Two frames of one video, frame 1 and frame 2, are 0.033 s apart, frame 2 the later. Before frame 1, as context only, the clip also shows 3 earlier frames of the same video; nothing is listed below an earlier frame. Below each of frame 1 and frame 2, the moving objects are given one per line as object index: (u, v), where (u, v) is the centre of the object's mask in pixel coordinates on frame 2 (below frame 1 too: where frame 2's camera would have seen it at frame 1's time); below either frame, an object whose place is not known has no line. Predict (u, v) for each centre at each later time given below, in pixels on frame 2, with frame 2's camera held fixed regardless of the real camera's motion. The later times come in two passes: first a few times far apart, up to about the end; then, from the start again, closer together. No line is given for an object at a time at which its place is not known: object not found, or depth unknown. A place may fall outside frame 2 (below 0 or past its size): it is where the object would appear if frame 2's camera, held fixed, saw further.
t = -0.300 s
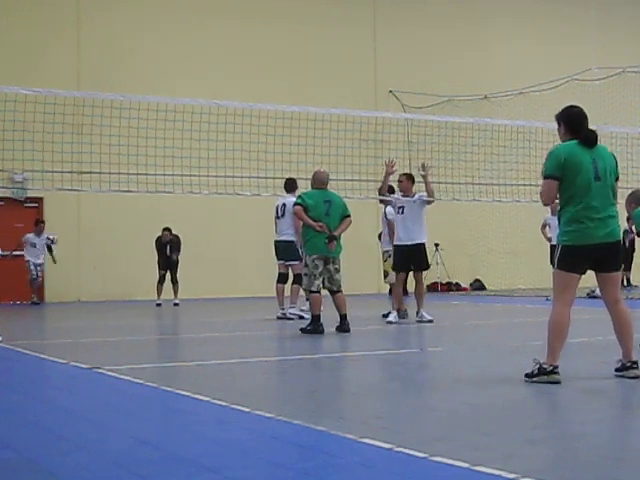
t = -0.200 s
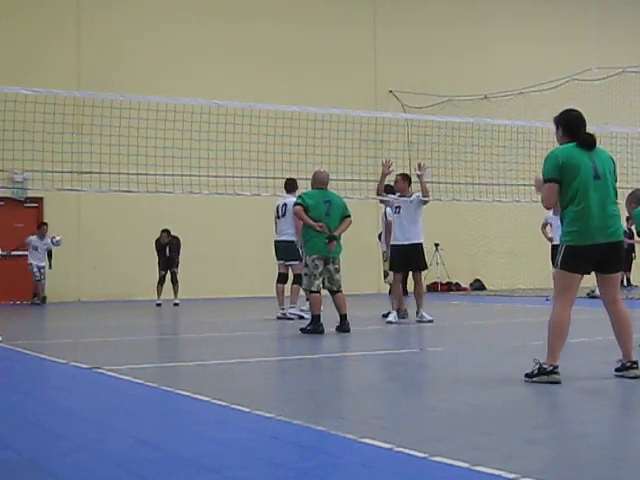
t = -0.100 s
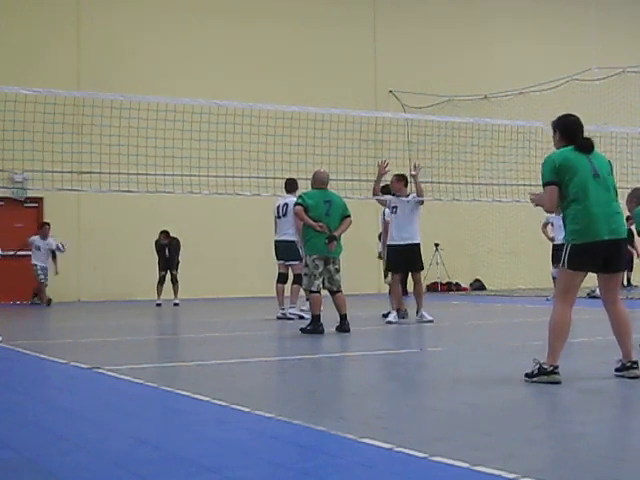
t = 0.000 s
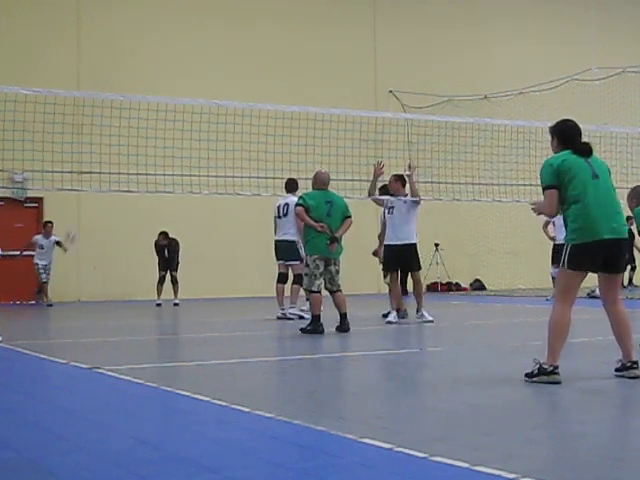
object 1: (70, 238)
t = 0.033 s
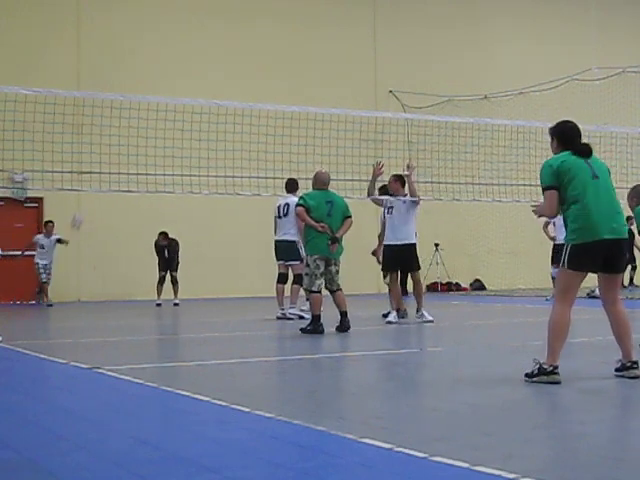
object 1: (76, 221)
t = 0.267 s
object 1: (130, 124)
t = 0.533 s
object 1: (203, 39)
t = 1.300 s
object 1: (530, 23)
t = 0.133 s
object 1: (99, 176)
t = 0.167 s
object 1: (105, 166)
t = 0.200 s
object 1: (113, 151)
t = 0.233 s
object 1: (121, 137)
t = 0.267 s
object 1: (130, 124)
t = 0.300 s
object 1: (136, 114)
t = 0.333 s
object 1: (144, 105)
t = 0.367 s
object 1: (155, 89)
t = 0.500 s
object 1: (192, 47)
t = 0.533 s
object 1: (203, 39)
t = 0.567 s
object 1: (212, 30)
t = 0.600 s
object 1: (223, 22)
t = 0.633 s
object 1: (232, 14)
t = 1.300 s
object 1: (530, 23)
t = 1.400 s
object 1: (593, 63)
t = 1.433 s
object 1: (615, 81)
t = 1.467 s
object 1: (633, 96)
